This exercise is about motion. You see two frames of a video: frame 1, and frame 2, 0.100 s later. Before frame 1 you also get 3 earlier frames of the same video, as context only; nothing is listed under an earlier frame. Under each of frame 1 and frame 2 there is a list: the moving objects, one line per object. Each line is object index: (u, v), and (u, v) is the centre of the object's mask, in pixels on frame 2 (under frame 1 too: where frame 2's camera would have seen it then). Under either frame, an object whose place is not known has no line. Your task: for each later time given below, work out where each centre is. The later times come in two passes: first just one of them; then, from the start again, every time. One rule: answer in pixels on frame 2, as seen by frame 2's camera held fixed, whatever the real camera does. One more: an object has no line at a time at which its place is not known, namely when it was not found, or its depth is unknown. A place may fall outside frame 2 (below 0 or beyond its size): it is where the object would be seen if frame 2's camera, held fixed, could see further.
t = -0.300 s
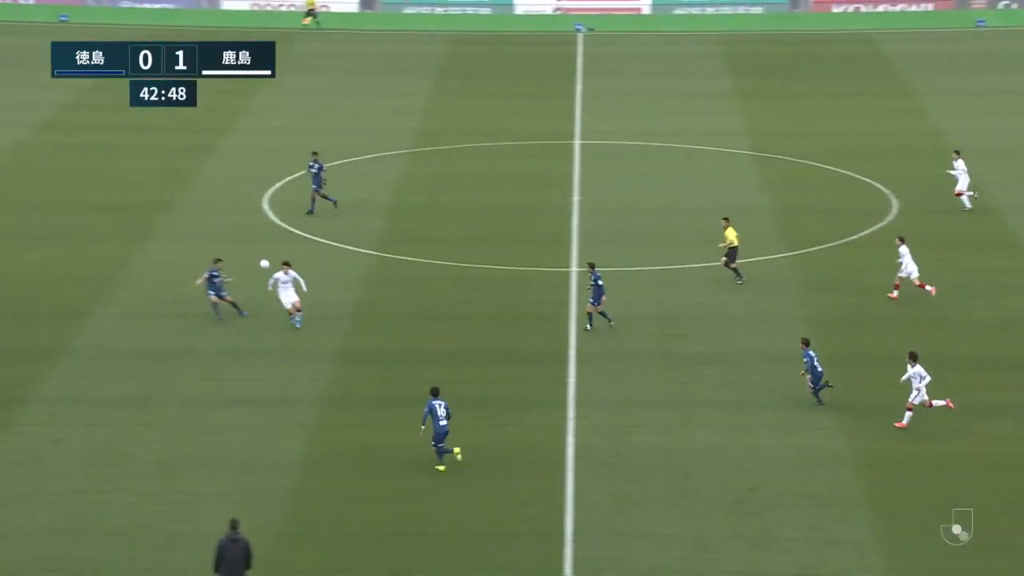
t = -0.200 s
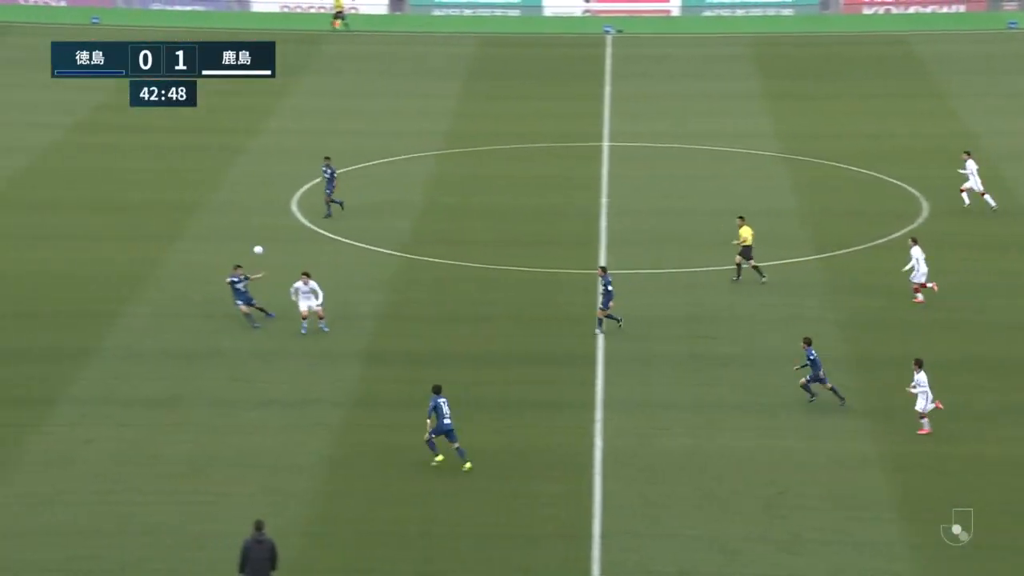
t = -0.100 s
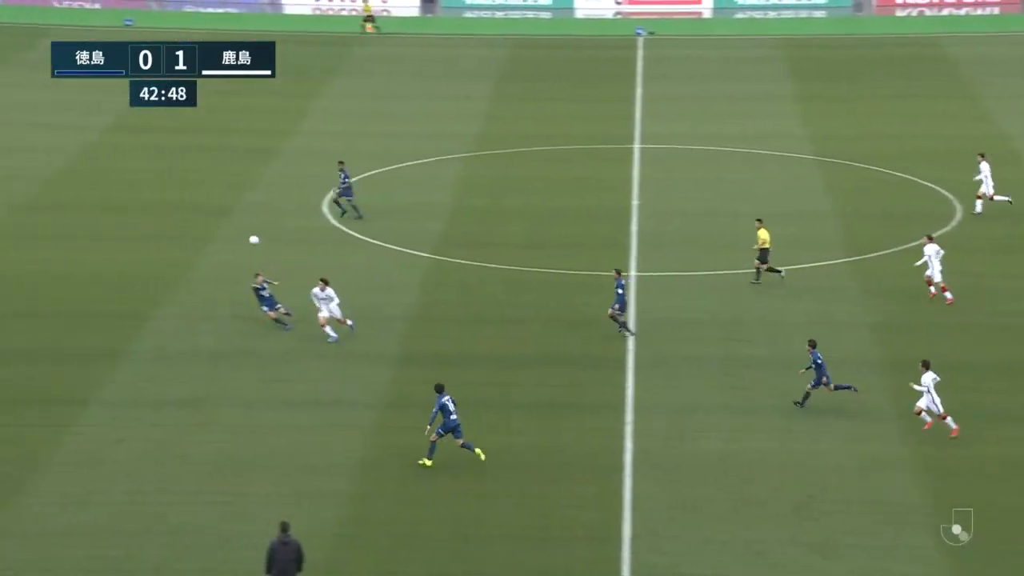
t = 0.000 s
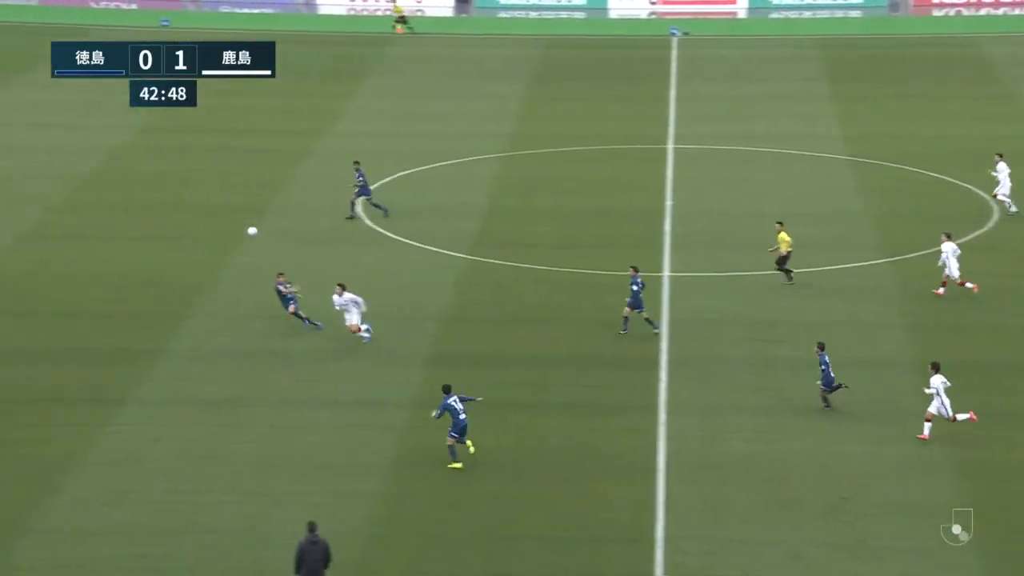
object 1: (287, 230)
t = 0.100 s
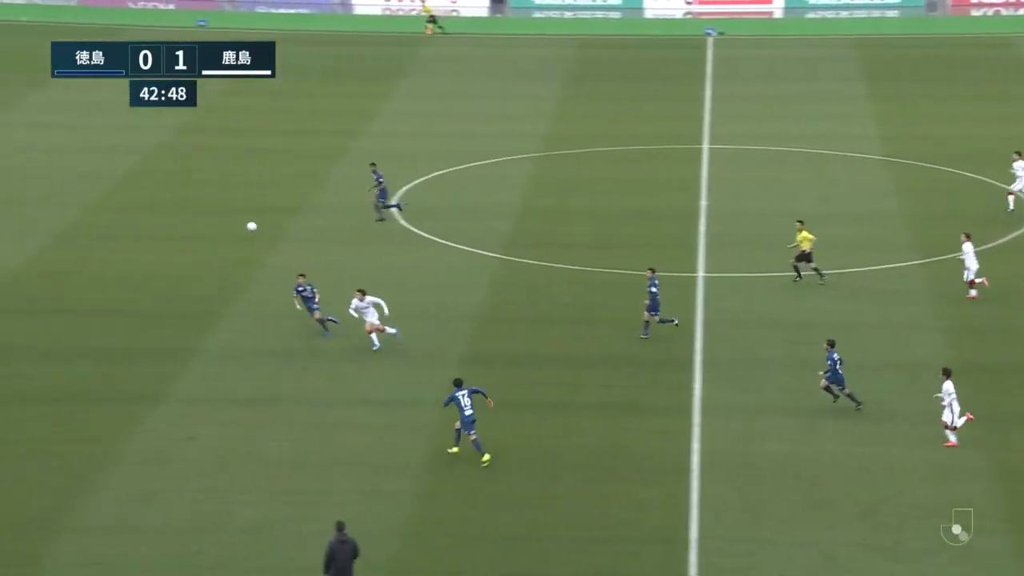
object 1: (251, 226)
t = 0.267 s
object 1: (191, 228)
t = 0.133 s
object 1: (240, 225)
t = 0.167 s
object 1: (227, 225)
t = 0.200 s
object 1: (215, 225)
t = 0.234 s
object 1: (203, 227)
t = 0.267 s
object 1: (191, 228)
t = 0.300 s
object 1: (179, 229)
